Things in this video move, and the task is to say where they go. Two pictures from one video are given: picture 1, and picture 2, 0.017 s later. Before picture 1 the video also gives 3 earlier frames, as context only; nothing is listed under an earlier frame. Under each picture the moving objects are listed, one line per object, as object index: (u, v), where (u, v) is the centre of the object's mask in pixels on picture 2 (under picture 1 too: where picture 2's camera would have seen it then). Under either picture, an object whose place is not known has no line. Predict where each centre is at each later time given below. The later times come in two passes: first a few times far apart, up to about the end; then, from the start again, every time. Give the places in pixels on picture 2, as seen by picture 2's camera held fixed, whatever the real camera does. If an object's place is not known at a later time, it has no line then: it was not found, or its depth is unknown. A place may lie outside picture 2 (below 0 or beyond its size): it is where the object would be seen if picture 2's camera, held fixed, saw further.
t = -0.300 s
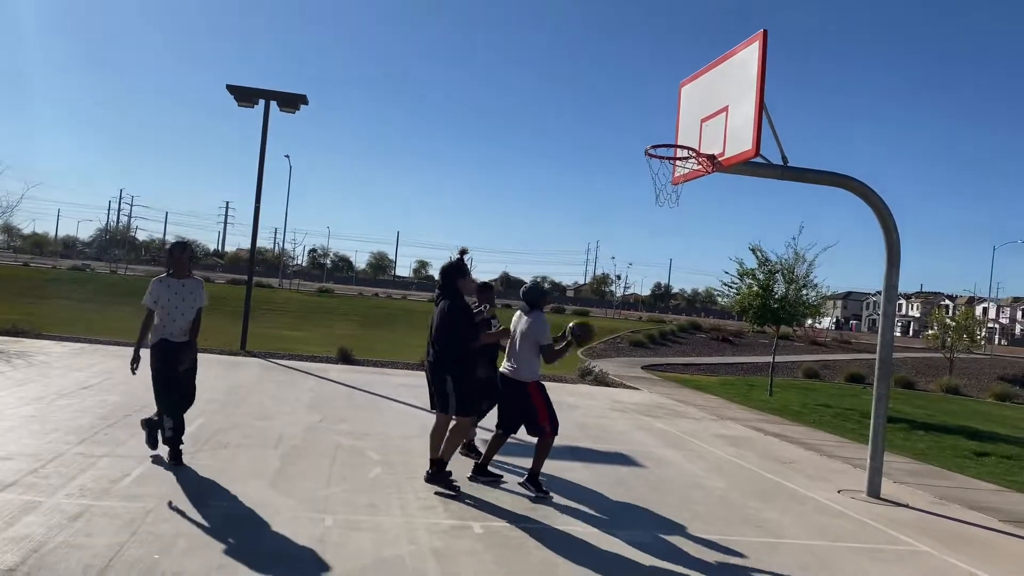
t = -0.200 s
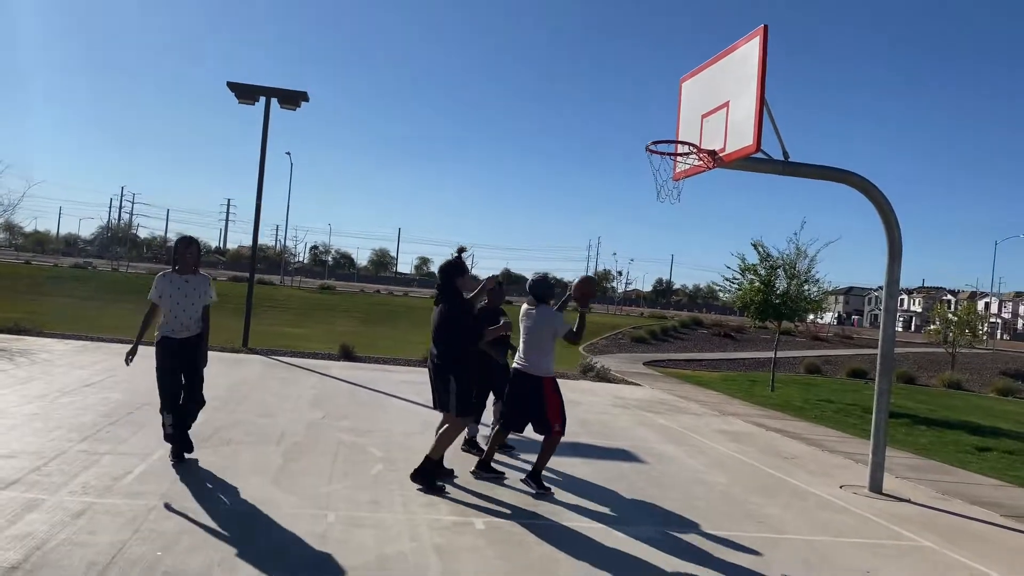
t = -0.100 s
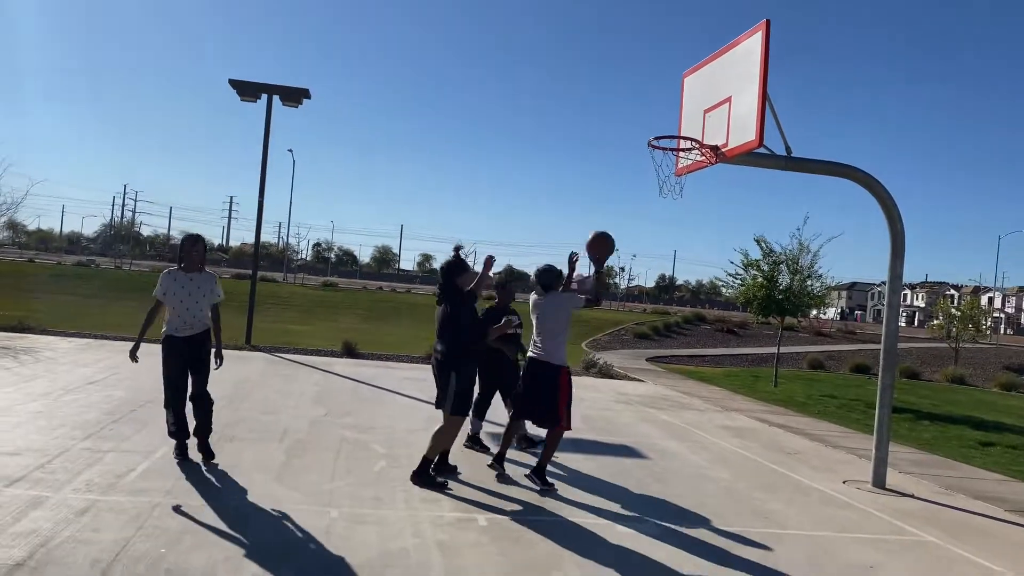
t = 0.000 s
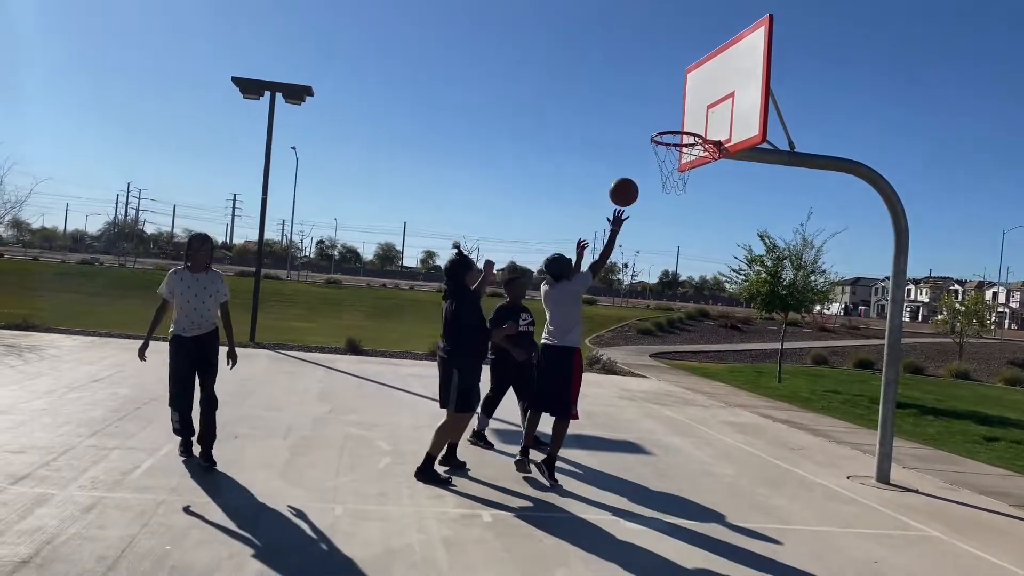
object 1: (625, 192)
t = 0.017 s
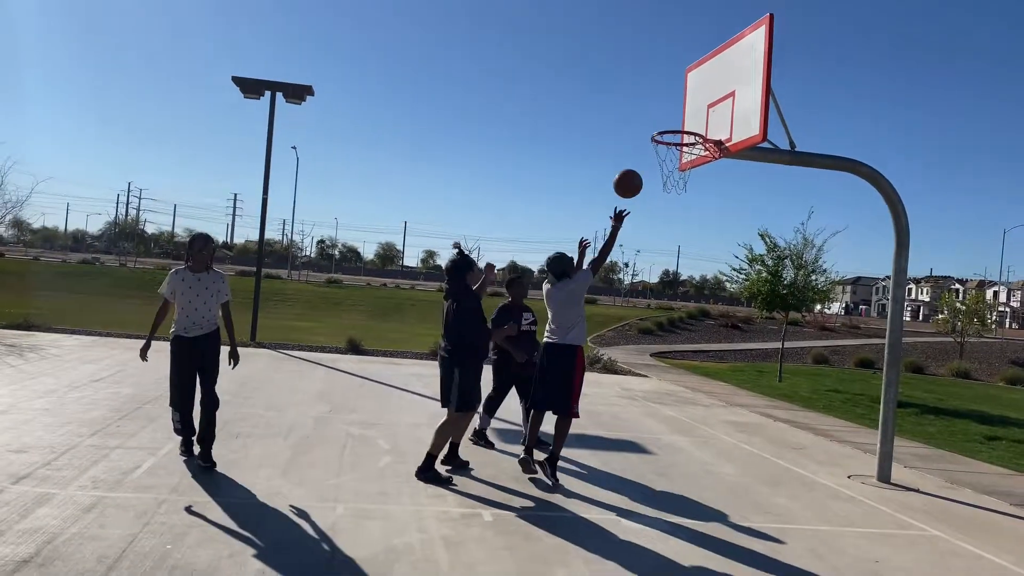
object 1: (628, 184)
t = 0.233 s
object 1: (669, 115)
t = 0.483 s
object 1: (707, 107)
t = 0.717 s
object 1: (686, 125)
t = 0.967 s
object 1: (677, 160)
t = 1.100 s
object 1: (682, 182)
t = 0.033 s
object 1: (631, 176)
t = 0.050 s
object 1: (635, 169)
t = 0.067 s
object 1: (638, 162)
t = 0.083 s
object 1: (641, 156)
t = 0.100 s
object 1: (645, 150)
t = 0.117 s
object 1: (648, 144)
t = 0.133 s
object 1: (650, 139)
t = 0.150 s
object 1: (655, 134)
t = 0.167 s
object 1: (658, 130)
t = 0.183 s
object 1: (661, 126)
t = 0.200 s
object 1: (664, 122)
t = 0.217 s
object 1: (667, 118)
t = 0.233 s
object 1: (669, 115)
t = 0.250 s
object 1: (672, 112)
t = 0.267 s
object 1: (675, 110)
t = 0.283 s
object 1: (678, 108)
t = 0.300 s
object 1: (681, 106)
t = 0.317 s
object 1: (683, 104)
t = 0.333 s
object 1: (686, 103)
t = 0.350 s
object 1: (688, 102)
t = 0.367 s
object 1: (691, 102)
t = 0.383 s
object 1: (694, 102)
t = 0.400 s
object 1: (696, 102)
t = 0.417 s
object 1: (698, 102)
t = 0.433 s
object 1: (700, 103)
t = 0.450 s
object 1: (703, 104)
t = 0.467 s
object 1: (705, 105)
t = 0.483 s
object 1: (707, 107)
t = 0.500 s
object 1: (709, 109)
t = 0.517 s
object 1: (711, 111)
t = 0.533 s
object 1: (714, 113)
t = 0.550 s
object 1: (716, 116)
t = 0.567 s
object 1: (712, 117)
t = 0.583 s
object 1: (709, 119)
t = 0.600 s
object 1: (706, 121)
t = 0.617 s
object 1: (702, 123)
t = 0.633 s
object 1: (700, 124)
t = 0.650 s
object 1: (697, 124)
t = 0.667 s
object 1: (694, 124)
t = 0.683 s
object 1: (692, 124)
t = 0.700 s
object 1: (689, 125)
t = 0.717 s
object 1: (686, 125)
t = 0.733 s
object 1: (683, 126)
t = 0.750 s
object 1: (680, 127)
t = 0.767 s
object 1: (678, 129)
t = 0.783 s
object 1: (673, 132)
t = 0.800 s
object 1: (671, 134)
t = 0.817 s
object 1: (668, 136)
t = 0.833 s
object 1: (668, 138)
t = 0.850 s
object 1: (668, 140)
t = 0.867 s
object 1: (671, 143)
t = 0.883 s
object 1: (672, 144)
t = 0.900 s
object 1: (673, 147)
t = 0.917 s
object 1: (674, 150)
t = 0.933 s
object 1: (675, 153)
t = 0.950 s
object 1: (676, 157)
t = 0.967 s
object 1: (677, 160)
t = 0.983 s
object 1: (678, 164)
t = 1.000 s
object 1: (678, 167)
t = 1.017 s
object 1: (679, 170)
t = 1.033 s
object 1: (680, 173)
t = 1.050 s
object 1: (681, 175)
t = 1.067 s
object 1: (681, 177)
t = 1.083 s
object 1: (681, 180)
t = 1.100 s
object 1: (682, 182)
